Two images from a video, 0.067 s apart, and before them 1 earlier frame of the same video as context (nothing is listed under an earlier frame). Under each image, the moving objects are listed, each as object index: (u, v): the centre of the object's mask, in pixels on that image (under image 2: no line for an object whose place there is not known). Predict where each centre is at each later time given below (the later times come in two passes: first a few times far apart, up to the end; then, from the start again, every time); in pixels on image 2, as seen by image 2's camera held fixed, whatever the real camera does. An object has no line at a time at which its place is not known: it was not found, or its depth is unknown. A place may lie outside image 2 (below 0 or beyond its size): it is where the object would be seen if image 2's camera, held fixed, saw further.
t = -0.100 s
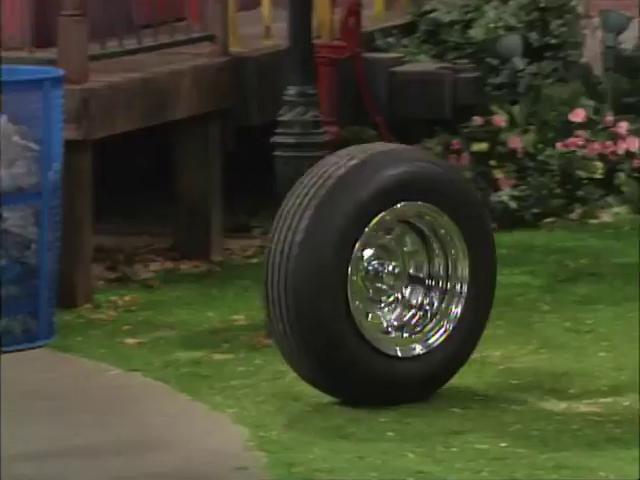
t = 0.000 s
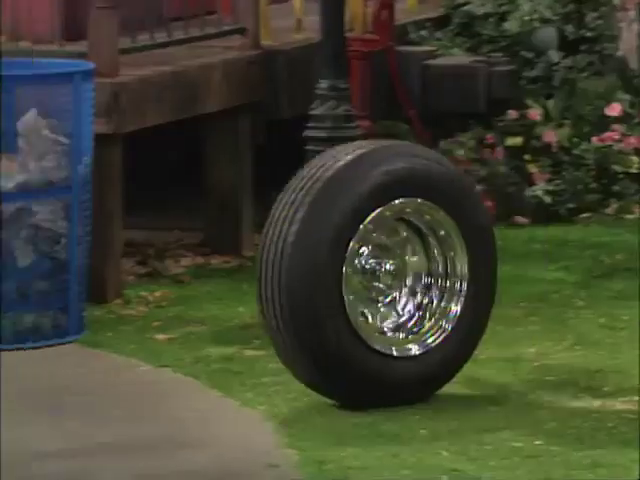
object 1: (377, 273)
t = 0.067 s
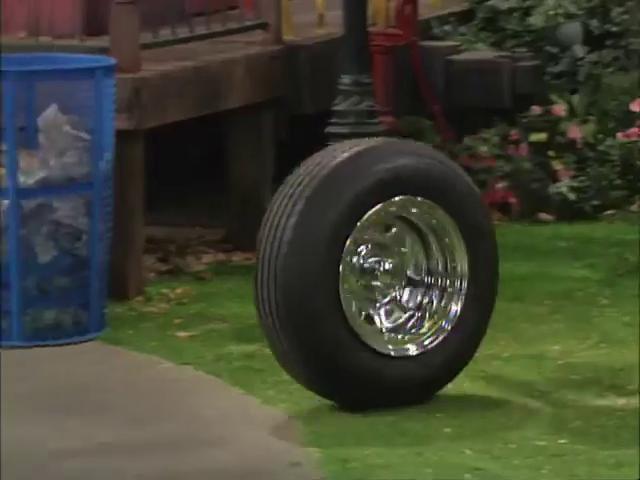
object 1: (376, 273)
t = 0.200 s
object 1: (326, 278)
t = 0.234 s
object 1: (314, 280)
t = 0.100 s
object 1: (363, 274)
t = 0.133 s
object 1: (351, 276)
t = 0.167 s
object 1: (338, 277)
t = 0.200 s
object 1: (326, 278)
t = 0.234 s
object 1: (314, 280)
